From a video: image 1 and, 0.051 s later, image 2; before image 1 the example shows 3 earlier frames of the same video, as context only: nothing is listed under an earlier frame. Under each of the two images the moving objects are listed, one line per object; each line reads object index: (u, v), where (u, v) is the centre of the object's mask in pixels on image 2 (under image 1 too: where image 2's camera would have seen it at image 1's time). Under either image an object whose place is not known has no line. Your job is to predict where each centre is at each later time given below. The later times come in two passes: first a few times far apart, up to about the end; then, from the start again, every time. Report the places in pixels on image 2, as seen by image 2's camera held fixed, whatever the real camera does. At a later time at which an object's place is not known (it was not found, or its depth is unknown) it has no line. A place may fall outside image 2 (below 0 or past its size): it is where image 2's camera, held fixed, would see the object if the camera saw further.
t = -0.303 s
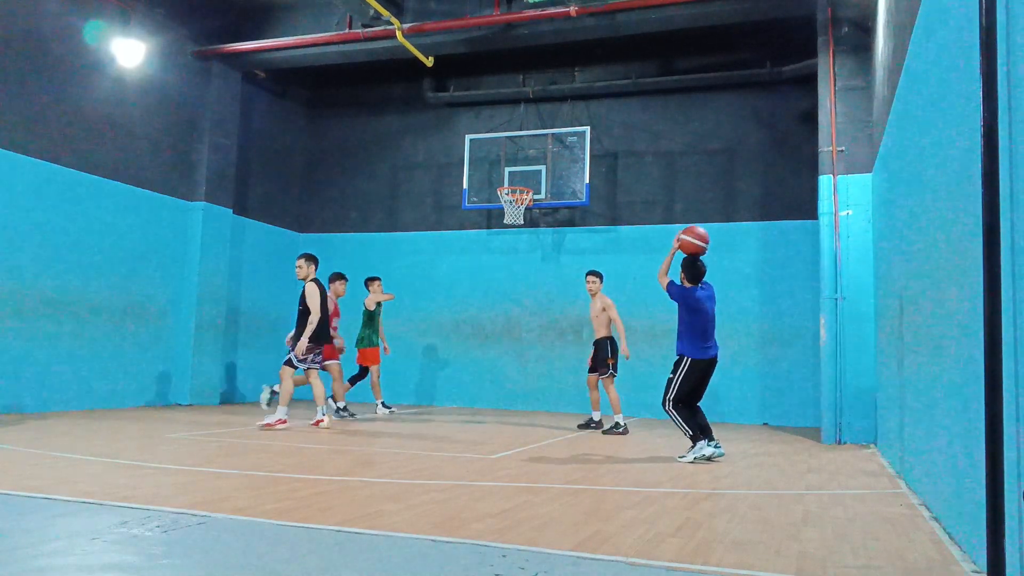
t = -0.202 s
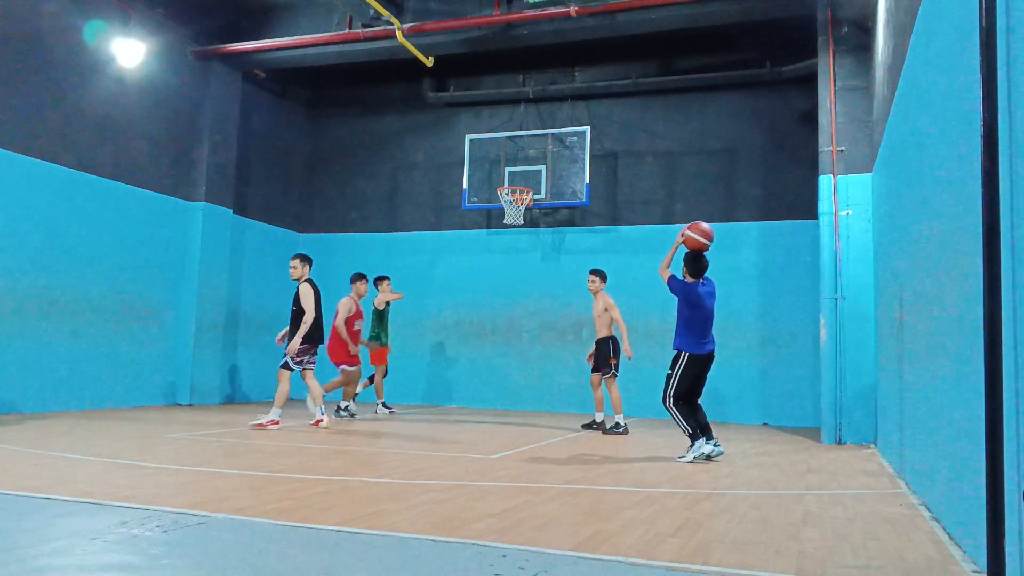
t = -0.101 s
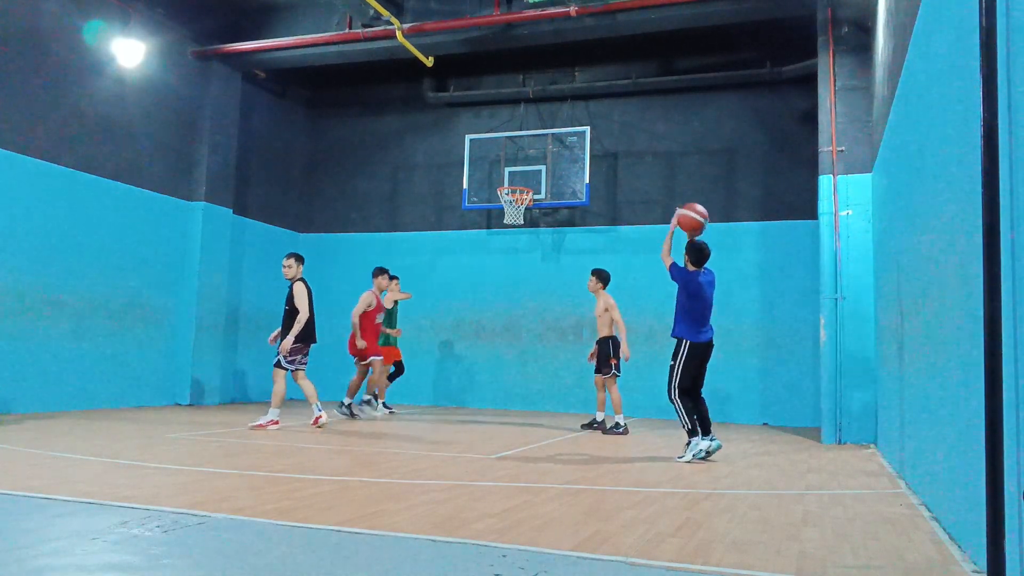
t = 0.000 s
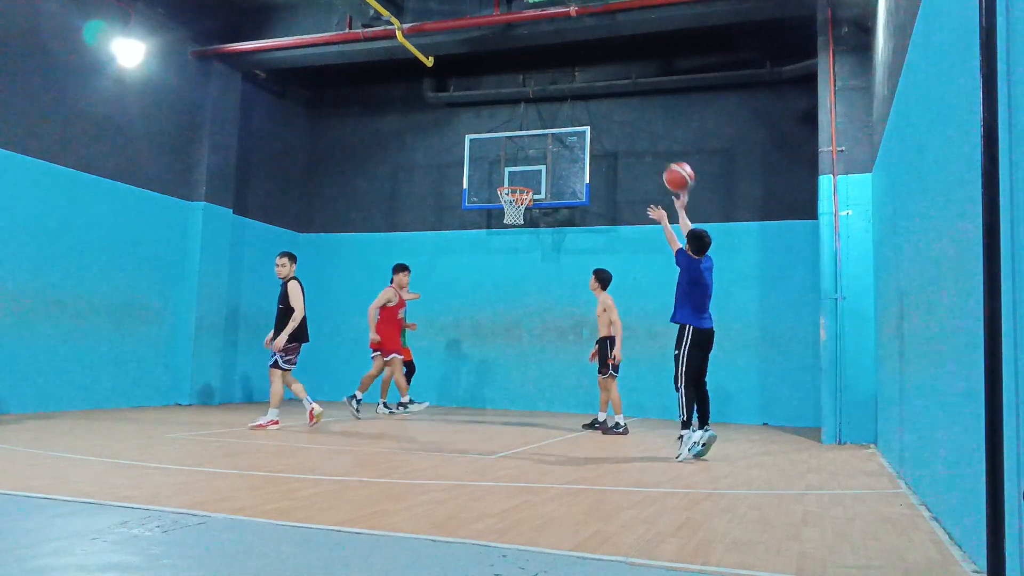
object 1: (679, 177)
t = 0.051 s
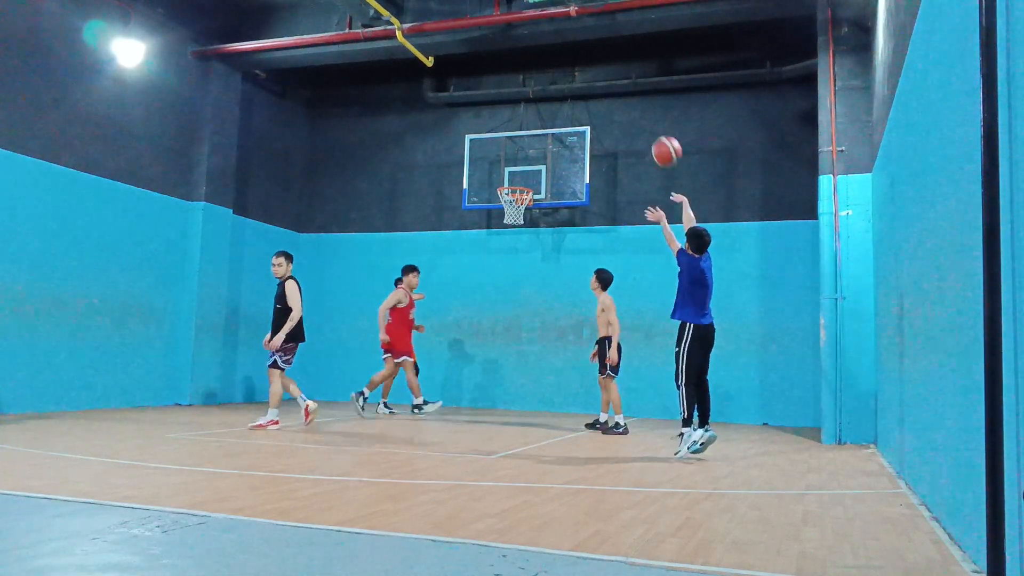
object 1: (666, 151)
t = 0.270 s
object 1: (621, 84)
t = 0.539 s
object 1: (577, 76)
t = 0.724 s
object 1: (552, 105)
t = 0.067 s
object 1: (662, 143)
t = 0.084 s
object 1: (658, 136)
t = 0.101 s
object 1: (655, 129)
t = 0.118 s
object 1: (651, 123)
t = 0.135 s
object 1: (648, 117)
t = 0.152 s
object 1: (644, 112)
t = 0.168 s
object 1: (641, 107)
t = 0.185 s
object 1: (637, 102)
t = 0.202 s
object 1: (634, 98)
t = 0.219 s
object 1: (630, 94)
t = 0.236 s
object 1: (627, 90)
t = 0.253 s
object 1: (624, 86)
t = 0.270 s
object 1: (621, 84)
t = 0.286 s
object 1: (618, 81)
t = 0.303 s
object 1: (615, 79)
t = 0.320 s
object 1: (612, 77)
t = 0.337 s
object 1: (609, 75)
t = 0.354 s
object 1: (606, 74)
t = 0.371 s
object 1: (604, 73)
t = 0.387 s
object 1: (601, 72)
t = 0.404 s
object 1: (598, 71)
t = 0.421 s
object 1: (595, 71)
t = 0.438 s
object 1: (593, 71)
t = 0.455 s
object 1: (590, 72)
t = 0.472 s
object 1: (587, 72)
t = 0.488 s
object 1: (585, 73)
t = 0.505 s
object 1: (582, 73)
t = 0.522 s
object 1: (580, 74)
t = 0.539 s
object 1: (577, 76)
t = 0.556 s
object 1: (575, 78)
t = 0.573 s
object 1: (573, 80)
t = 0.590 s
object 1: (570, 82)
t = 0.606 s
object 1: (568, 84)
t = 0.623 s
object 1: (565, 87)
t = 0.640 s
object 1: (563, 90)
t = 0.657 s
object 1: (561, 92)
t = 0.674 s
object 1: (559, 95)
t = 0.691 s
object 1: (557, 98)
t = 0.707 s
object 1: (554, 101)
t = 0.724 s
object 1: (552, 105)
